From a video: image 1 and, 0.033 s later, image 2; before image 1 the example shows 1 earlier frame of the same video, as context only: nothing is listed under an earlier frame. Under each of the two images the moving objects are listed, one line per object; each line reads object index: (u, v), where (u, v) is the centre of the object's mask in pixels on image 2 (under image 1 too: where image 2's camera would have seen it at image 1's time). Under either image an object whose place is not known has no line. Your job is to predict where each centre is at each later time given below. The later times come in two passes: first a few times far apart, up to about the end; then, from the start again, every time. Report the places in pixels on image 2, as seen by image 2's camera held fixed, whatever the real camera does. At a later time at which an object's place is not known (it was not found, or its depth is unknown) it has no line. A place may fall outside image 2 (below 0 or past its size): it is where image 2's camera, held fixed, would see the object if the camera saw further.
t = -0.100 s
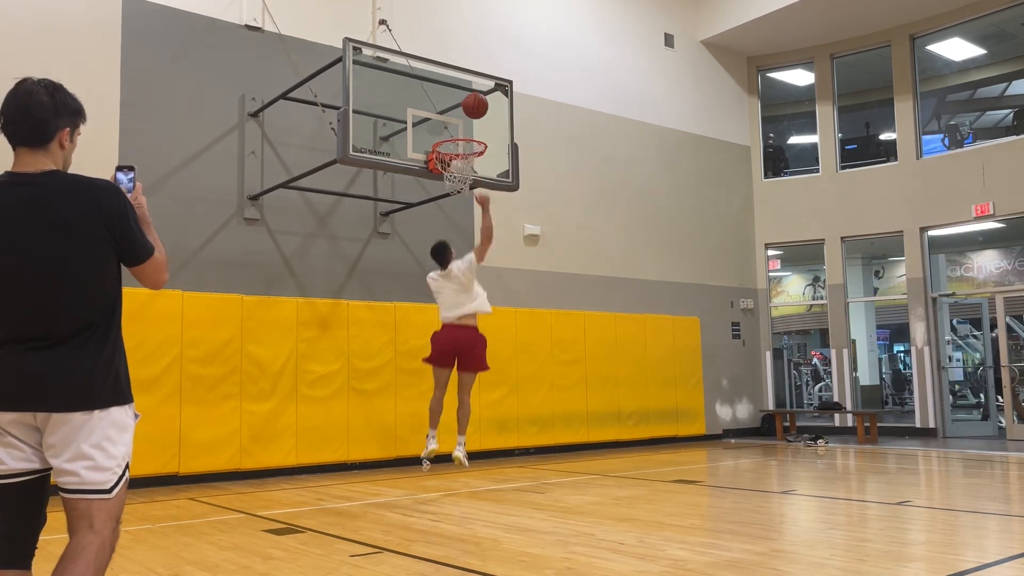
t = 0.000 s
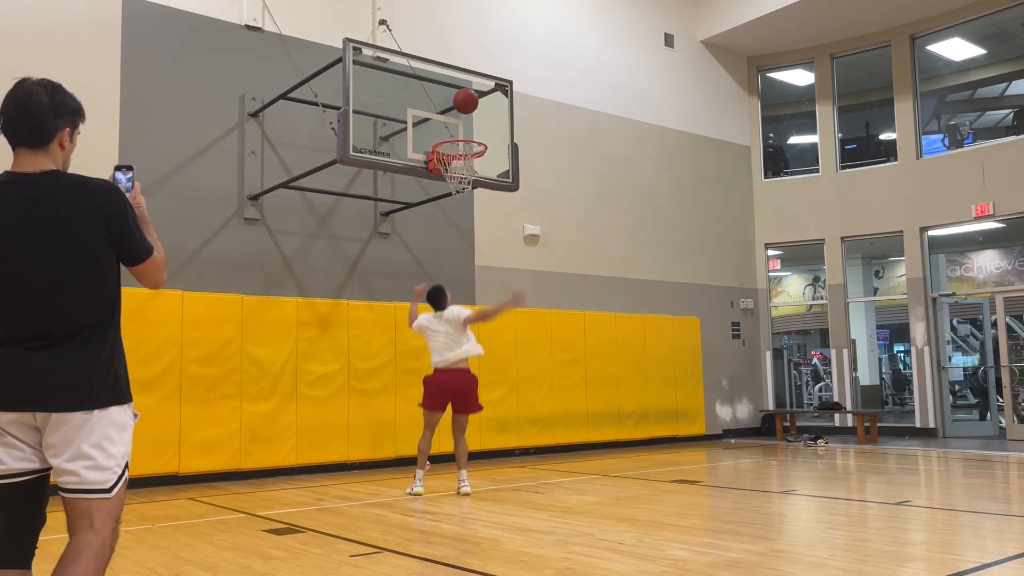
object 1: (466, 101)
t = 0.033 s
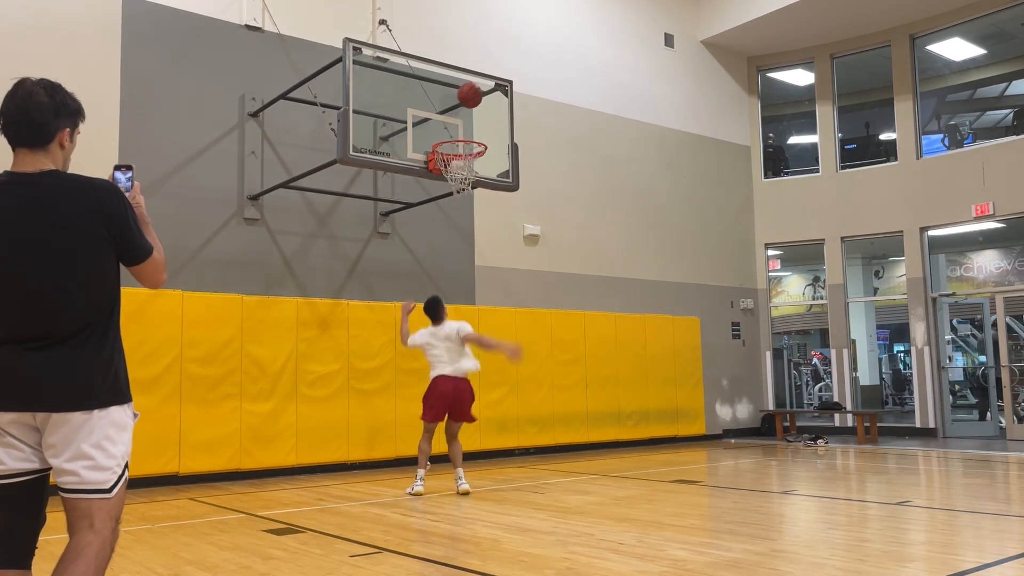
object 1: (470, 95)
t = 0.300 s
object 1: (514, 83)
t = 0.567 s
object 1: (561, 146)
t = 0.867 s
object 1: (621, 314)
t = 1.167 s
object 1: (665, 413)
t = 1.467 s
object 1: (667, 286)
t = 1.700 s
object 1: (672, 263)
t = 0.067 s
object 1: (475, 90)
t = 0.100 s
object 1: (481, 85)
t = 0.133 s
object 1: (486, 82)
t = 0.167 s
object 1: (491, 80)
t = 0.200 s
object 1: (497, 79)
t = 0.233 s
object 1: (502, 79)
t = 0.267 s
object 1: (508, 81)
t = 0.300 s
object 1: (514, 83)
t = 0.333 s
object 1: (520, 86)
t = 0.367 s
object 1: (525, 91)
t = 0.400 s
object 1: (531, 97)
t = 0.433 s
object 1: (537, 104)
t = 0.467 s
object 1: (543, 113)
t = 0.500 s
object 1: (549, 123)
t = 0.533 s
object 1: (555, 134)
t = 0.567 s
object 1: (561, 146)
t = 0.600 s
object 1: (567, 159)
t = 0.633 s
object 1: (574, 174)
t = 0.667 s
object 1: (580, 189)
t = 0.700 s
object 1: (587, 207)
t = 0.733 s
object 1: (593, 225)
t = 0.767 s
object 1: (600, 245)
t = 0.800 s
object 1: (607, 267)
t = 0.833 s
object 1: (614, 289)
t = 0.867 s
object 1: (621, 314)
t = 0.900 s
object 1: (628, 339)
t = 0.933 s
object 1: (635, 367)
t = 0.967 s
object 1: (643, 396)
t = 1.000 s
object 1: (651, 427)
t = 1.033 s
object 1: (658, 459)
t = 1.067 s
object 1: (665, 482)
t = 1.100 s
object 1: (665, 457)
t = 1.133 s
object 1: (664, 435)
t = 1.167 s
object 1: (665, 413)
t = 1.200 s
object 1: (665, 393)
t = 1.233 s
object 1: (665, 375)
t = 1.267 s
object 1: (665, 358)
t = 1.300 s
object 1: (665, 342)
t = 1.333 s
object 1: (665, 328)
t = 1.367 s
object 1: (666, 316)
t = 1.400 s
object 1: (666, 305)
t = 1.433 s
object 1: (667, 295)
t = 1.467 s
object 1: (667, 286)
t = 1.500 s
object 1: (668, 279)
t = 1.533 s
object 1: (669, 273)
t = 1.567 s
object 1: (669, 268)
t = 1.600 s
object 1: (670, 265)
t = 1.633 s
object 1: (671, 263)
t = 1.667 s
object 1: (671, 262)
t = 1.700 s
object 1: (672, 263)
